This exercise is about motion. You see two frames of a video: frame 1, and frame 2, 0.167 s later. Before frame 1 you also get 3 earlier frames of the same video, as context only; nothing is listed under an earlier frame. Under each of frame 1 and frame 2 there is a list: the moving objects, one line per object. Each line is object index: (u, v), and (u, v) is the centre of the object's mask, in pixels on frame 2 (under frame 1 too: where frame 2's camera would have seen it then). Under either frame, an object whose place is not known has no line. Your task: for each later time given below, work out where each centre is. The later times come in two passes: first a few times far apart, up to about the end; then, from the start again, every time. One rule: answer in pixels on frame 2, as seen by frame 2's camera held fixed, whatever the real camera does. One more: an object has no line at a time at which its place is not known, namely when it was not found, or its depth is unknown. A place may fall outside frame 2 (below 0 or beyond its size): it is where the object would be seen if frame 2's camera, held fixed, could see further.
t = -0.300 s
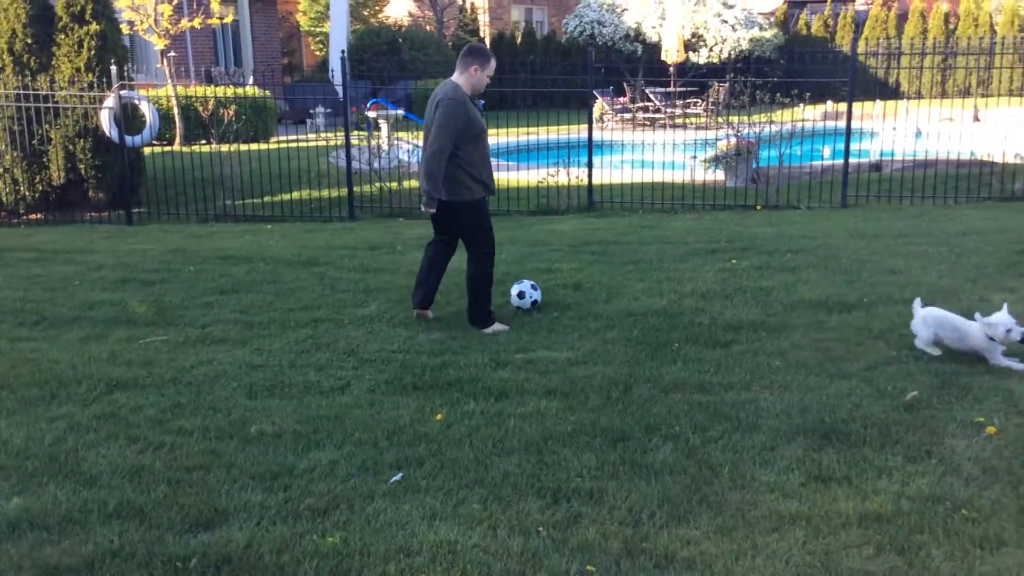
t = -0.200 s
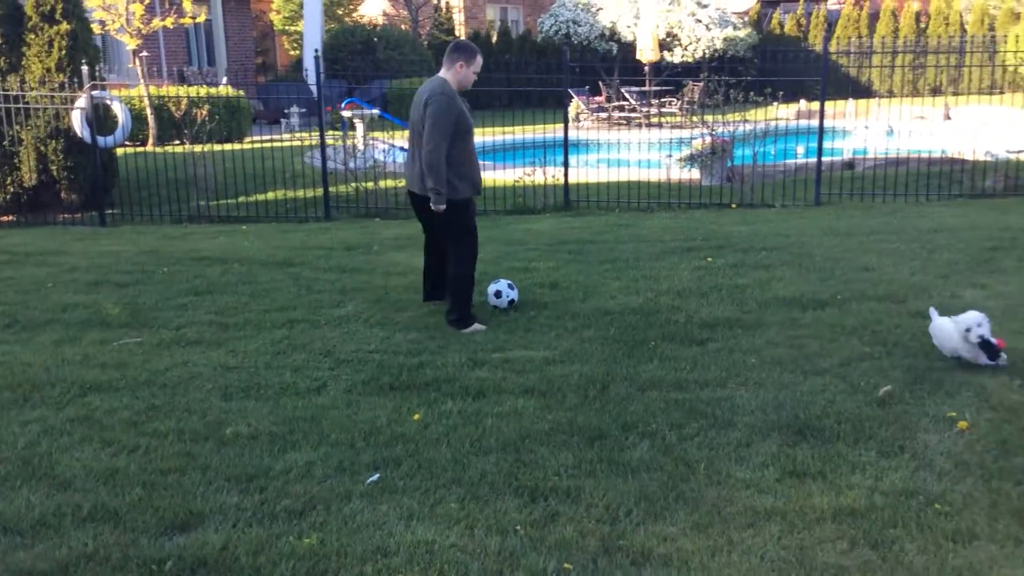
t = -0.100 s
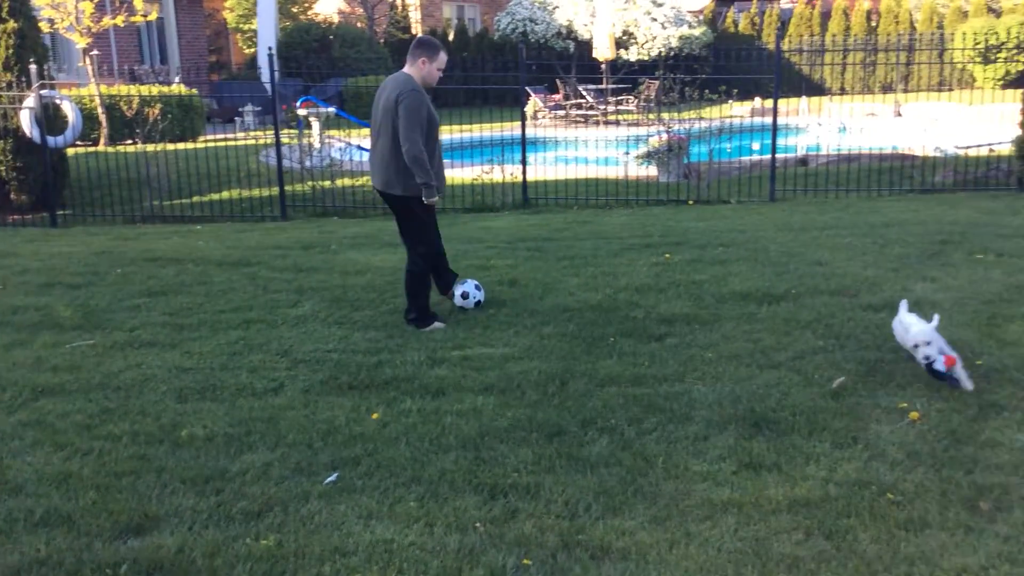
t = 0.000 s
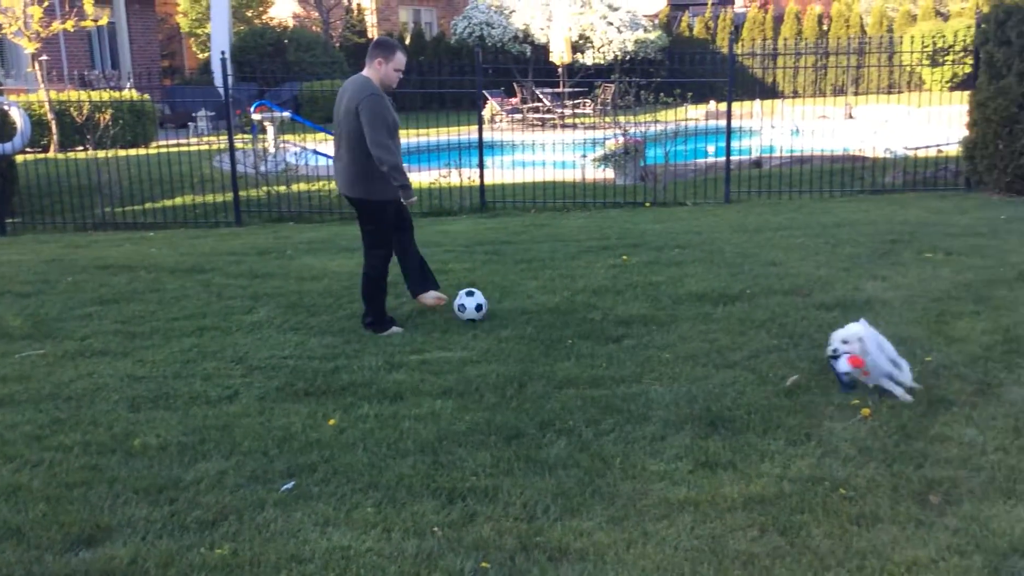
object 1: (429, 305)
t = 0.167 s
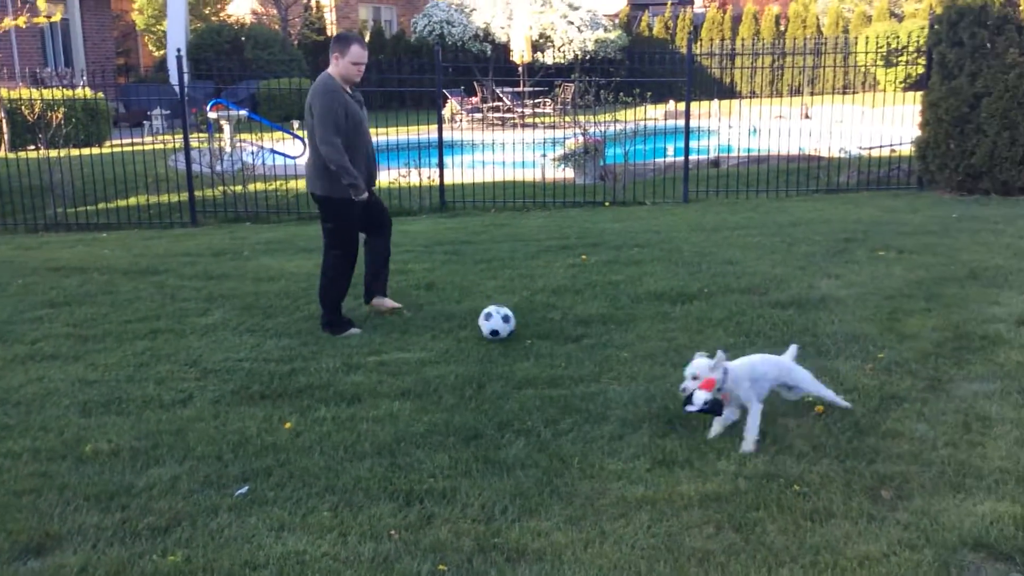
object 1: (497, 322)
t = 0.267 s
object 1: (534, 335)
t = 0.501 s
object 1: (608, 348)
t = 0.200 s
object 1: (511, 330)
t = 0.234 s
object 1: (523, 334)
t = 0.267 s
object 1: (534, 335)
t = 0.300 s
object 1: (546, 338)
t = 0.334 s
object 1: (557, 341)
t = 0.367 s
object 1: (569, 344)
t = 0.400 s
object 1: (580, 346)
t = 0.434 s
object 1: (590, 346)
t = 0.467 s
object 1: (599, 346)
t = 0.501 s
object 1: (608, 348)
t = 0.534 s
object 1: (619, 351)
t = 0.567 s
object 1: (629, 355)
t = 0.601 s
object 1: (640, 361)
